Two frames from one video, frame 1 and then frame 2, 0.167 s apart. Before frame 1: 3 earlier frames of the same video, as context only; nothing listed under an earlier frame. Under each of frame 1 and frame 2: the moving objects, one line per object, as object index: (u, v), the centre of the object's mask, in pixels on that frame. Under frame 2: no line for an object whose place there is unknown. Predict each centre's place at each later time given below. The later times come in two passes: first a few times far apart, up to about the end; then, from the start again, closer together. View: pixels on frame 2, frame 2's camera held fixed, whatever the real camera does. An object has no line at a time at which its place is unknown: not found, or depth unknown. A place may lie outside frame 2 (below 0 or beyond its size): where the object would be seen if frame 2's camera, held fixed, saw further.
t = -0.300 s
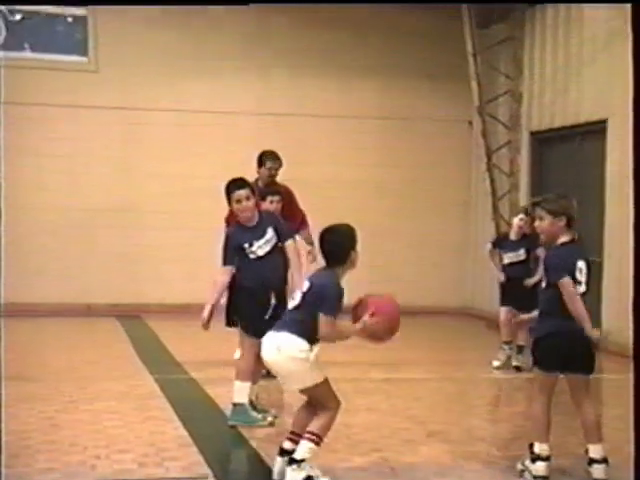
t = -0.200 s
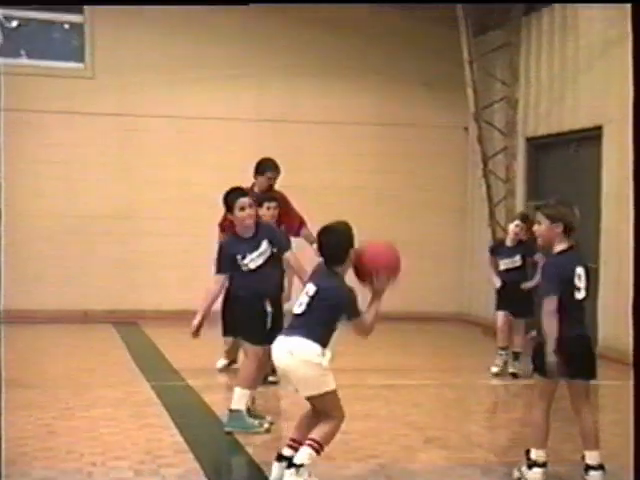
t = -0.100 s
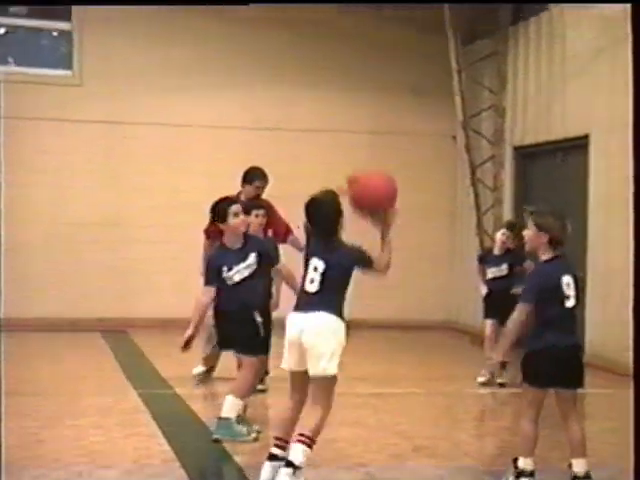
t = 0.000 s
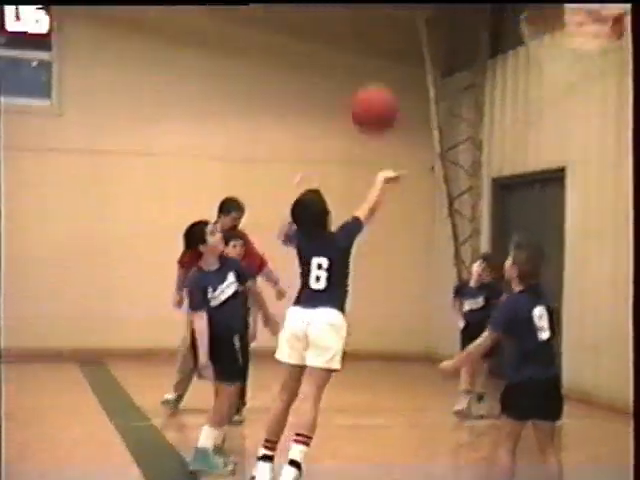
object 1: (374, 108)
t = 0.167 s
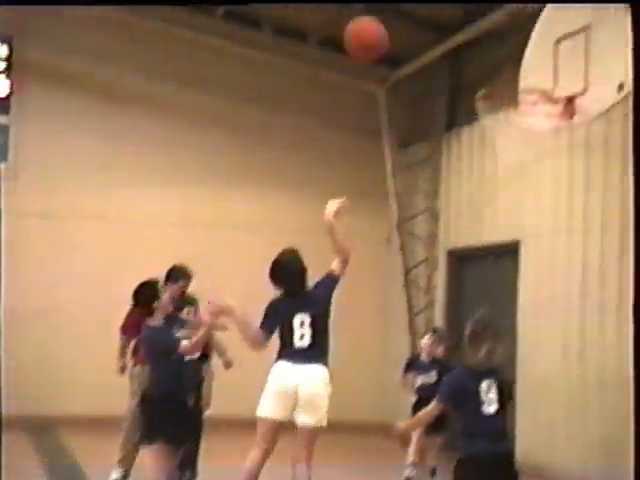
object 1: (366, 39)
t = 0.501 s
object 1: (423, -57)
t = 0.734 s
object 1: (446, -11)
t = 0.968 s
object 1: (445, 84)
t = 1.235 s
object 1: (322, 140)
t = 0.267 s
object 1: (383, -14)
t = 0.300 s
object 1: (390, -29)
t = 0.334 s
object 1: (396, -37)
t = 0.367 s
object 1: (403, -45)
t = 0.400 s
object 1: (409, -49)
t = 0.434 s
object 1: (415, -54)
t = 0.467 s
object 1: (419, -57)
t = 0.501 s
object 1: (423, -57)
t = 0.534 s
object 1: (427, -56)
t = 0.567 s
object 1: (430, -55)
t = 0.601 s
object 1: (435, -52)
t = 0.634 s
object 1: (438, -44)
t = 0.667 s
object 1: (440, -33)
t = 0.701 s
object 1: (443, -24)
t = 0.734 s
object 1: (446, -11)
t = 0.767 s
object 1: (451, 5)
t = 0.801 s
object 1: (454, 18)
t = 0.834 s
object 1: (458, 35)
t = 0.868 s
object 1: (461, 56)
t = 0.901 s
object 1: (465, 74)
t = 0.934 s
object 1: (460, 83)
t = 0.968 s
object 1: (445, 84)
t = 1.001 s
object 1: (427, 84)
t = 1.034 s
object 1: (412, 88)
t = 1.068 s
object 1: (398, 93)
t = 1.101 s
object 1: (383, 99)
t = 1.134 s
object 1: (367, 105)
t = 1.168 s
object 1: (353, 116)
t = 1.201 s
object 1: (339, 127)
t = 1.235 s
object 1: (322, 140)
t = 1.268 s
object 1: (306, 157)
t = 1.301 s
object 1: (291, 174)
